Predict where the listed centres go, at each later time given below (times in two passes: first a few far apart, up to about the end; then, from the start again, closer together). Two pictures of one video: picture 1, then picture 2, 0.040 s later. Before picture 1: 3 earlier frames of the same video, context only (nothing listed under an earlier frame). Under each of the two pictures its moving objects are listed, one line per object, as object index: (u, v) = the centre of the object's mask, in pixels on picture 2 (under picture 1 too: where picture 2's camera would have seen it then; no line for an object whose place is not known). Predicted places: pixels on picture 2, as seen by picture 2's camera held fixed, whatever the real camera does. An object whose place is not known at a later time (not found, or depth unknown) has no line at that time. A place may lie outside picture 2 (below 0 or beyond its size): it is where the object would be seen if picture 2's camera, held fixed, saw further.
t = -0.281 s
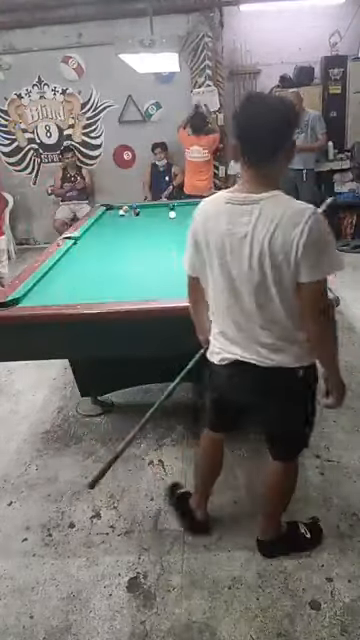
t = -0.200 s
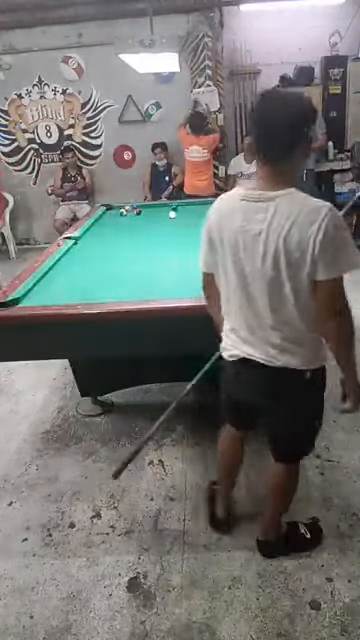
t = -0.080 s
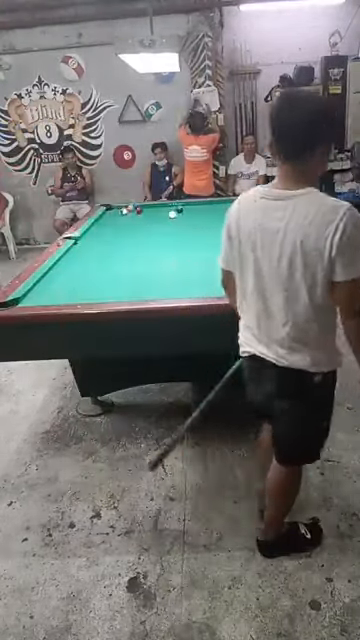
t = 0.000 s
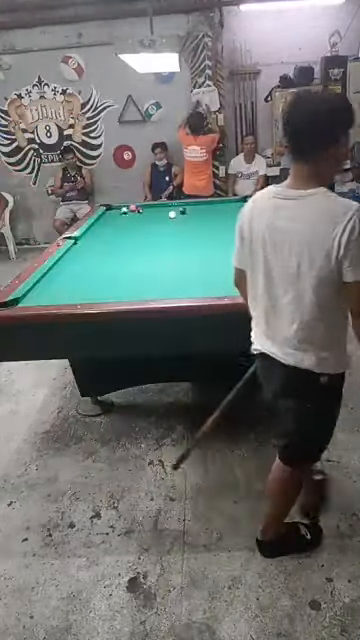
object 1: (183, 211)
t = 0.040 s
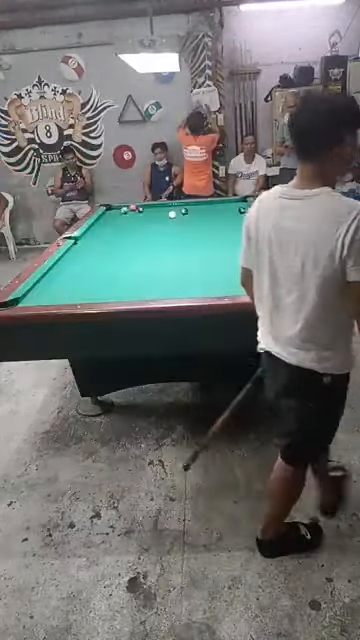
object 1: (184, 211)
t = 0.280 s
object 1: (195, 213)
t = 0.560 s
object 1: (207, 219)
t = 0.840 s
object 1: (220, 223)
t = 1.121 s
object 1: (234, 227)
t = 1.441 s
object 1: (251, 233)
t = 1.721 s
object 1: (262, 239)
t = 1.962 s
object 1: (258, 243)
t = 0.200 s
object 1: (190, 213)
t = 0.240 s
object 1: (192, 214)
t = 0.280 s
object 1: (195, 213)
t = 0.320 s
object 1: (196, 215)
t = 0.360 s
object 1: (198, 215)
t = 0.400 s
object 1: (200, 216)
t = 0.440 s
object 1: (201, 216)
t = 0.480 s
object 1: (203, 218)
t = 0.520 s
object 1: (205, 218)
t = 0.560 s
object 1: (207, 219)
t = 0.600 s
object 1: (209, 219)
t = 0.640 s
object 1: (211, 220)
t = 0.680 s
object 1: (212, 220)
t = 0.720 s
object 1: (214, 221)
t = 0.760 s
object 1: (216, 222)
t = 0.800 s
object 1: (218, 222)
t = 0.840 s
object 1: (220, 223)
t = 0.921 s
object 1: (224, 224)
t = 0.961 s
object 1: (227, 225)
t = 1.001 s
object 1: (228, 225)
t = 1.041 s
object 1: (231, 226)
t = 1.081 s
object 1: (232, 227)
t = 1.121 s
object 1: (234, 227)
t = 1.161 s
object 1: (237, 228)
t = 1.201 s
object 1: (239, 228)
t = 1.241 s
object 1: (241, 229)
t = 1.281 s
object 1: (243, 230)
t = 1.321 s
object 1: (245, 230)
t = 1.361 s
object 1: (247, 232)
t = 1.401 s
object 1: (249, 233)
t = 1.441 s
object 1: (251, 233)
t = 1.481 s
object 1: (254, 234)
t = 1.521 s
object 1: (256, 235)
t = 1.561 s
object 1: (258, 236)
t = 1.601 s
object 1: (260, 236)
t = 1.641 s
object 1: (263, 237)
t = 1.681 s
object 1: (262, 238)
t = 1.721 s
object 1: (262, 239)
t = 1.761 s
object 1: (261, 239)
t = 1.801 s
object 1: (261, 240)
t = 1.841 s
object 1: (260, 241)
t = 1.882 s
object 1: (260, 241)
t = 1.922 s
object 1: (259, 243)
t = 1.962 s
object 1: (258, 243)
